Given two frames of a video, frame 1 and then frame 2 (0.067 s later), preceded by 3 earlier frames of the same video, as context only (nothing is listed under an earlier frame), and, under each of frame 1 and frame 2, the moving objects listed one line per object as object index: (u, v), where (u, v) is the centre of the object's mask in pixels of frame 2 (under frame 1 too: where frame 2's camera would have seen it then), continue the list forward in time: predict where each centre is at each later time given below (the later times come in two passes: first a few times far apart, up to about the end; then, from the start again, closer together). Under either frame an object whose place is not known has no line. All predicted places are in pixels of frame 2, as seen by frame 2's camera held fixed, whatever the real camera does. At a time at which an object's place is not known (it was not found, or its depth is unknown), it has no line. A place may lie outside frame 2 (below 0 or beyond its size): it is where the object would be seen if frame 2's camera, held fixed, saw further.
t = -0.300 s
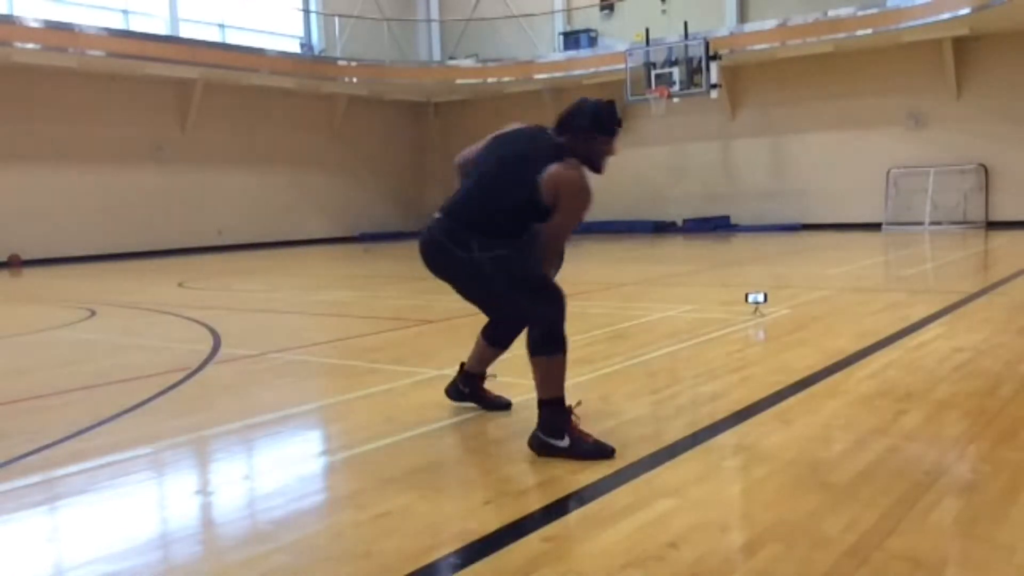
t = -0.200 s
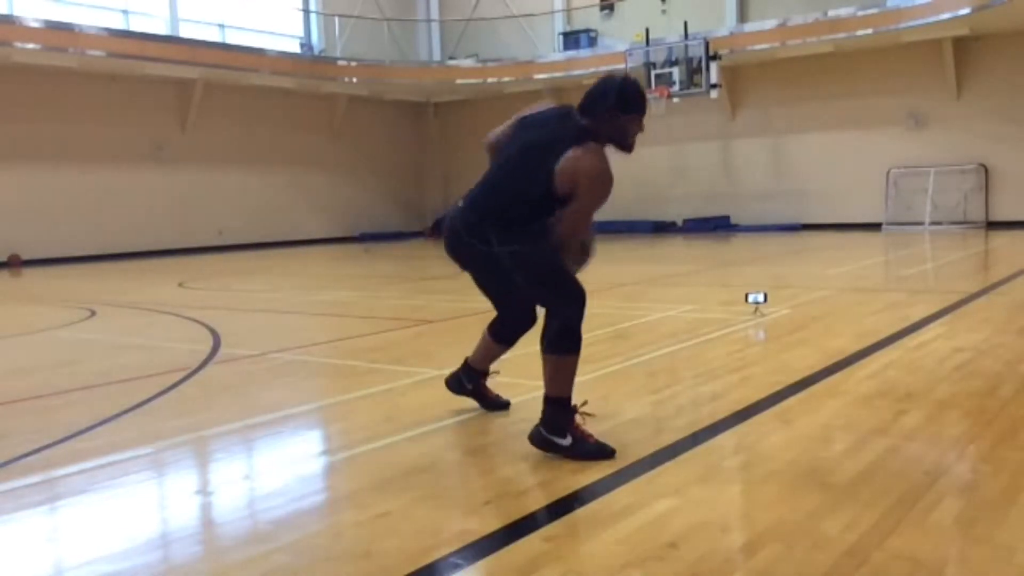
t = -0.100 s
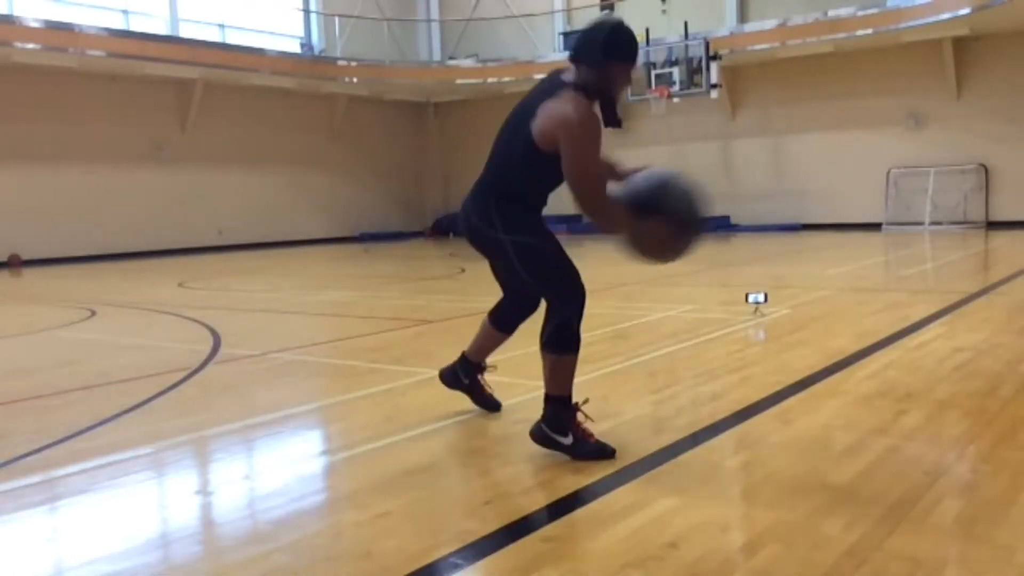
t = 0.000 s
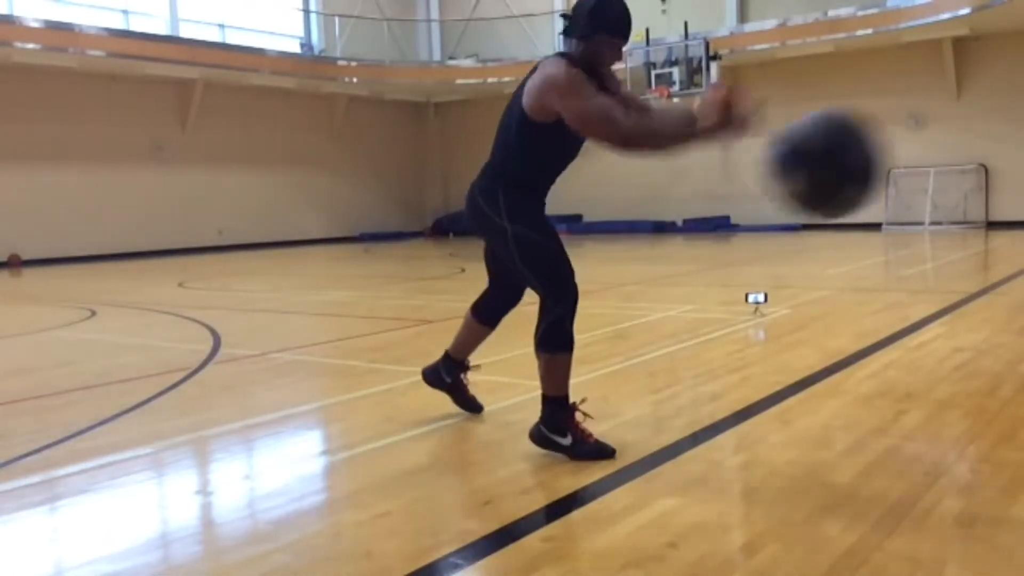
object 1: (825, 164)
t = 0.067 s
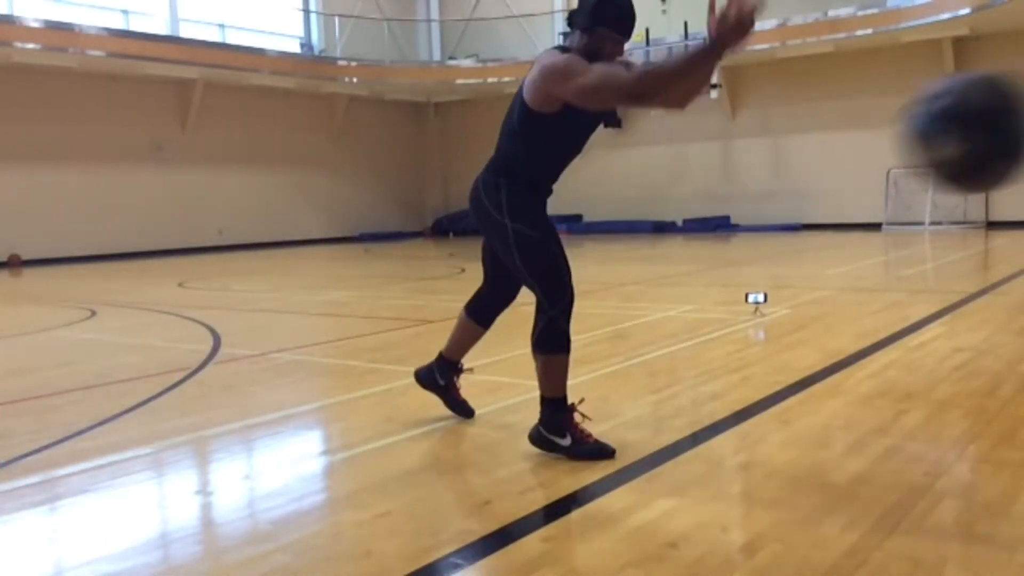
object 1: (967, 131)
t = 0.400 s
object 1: (994, 205)
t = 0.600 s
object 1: (786, 432)
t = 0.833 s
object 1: (617, 404)
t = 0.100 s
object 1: (1006, 120)
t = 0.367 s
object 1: (1013, 177)
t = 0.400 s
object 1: (994, 205)
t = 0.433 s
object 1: (974, 235)
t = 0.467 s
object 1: (943, 270)
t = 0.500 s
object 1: (902, 306)
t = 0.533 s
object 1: (862, 346)
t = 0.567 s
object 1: (823, 387)
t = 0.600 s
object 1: (786, 432)
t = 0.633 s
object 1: (758, 447)
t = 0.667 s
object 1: (734, 427)
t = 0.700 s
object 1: (709, 414)
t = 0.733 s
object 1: (685, 404)
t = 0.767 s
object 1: (662, 400)
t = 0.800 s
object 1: (638, 399)
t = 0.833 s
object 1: (617, 404)
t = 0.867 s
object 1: (598, 410)
